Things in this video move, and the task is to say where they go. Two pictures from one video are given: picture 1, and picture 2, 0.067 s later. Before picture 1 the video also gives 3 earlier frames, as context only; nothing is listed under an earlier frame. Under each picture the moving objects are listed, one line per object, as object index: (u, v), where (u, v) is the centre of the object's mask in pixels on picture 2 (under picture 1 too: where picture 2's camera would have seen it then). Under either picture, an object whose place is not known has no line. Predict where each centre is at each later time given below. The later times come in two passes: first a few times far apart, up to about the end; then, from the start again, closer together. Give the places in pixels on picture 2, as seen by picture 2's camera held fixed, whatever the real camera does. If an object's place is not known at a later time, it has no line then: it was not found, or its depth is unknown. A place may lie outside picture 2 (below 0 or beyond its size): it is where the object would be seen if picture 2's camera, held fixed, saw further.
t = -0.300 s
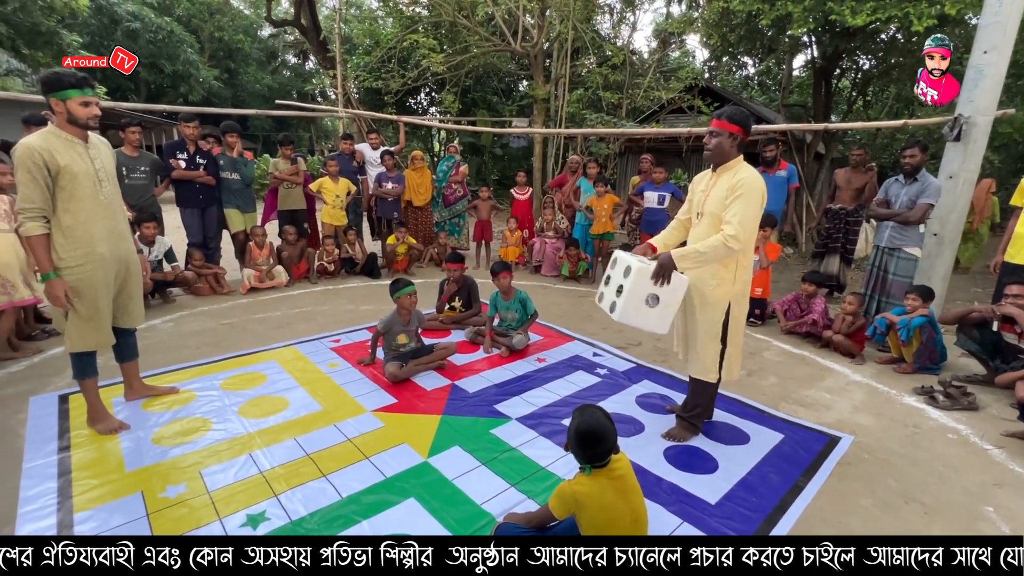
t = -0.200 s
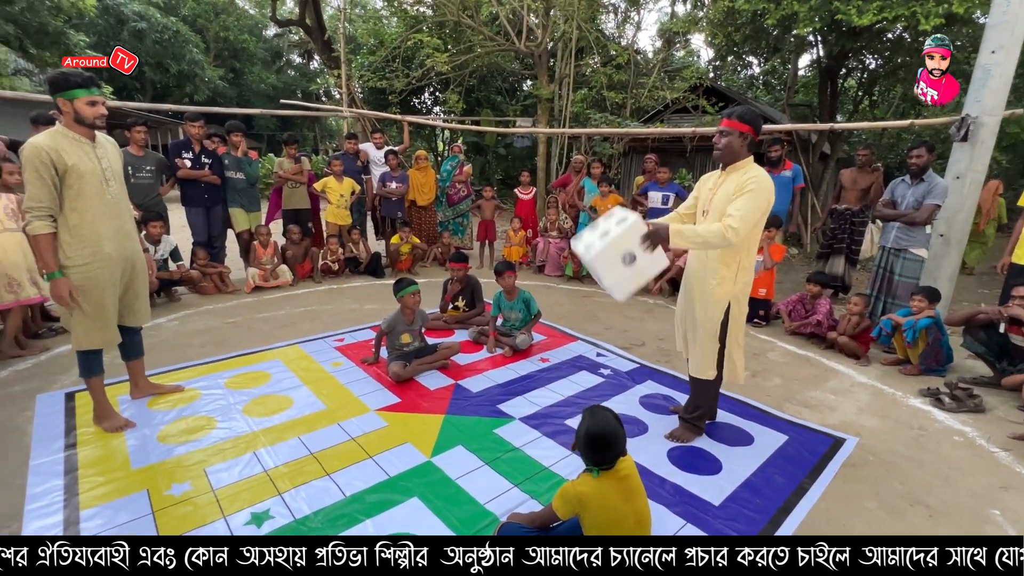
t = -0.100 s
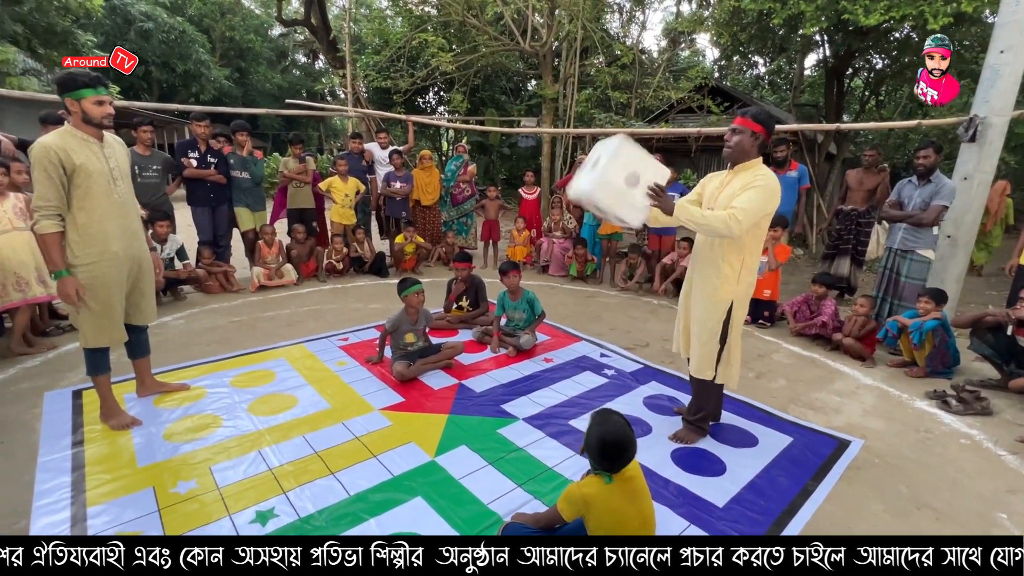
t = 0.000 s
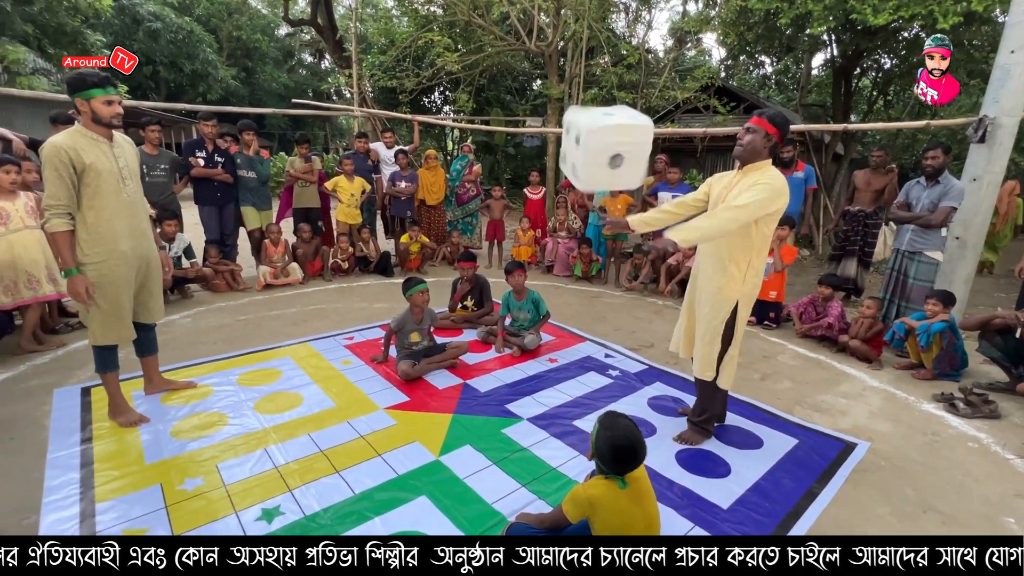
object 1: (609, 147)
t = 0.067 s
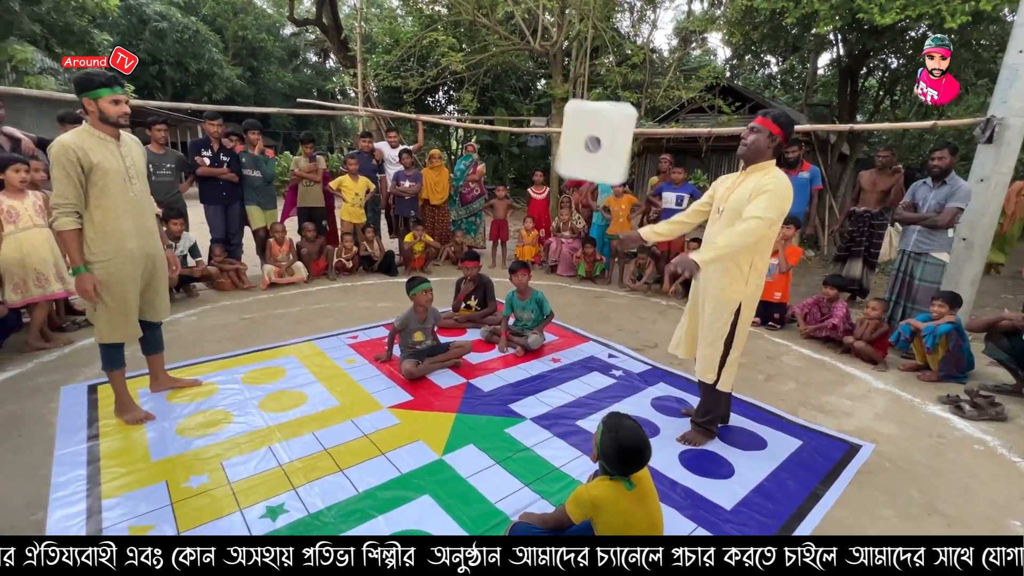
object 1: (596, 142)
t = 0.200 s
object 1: (561, 147)
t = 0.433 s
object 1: (500, 242)
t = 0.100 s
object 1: (587, 138)
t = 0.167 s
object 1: (570, 143)
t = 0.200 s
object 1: (561, 147)
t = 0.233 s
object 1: (553, 154)
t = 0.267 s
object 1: (546, 164)
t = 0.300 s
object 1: (537, 177)
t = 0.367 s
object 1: (517, 207)
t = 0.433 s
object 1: (500, 242)
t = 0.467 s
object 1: (491, 264)
